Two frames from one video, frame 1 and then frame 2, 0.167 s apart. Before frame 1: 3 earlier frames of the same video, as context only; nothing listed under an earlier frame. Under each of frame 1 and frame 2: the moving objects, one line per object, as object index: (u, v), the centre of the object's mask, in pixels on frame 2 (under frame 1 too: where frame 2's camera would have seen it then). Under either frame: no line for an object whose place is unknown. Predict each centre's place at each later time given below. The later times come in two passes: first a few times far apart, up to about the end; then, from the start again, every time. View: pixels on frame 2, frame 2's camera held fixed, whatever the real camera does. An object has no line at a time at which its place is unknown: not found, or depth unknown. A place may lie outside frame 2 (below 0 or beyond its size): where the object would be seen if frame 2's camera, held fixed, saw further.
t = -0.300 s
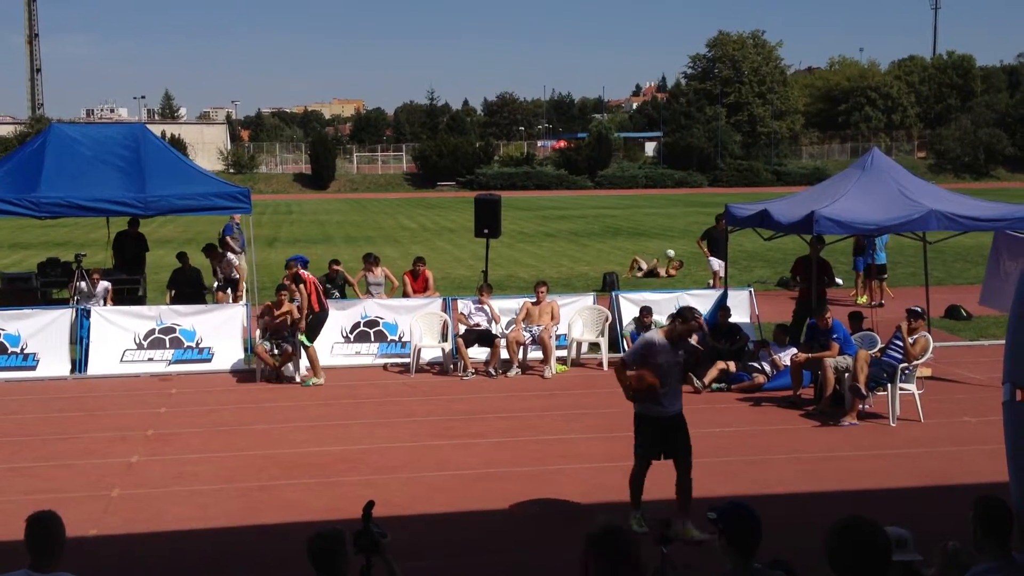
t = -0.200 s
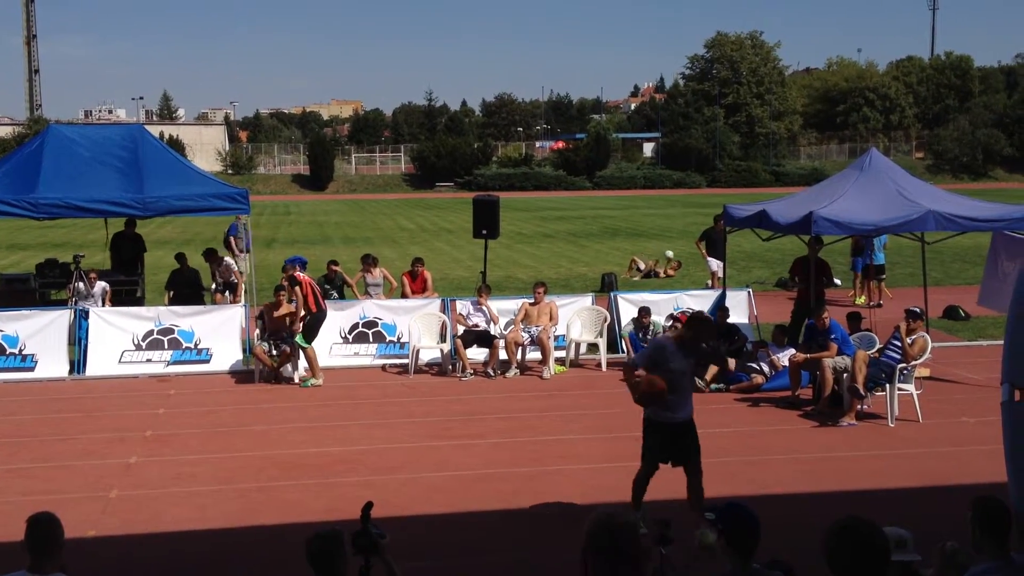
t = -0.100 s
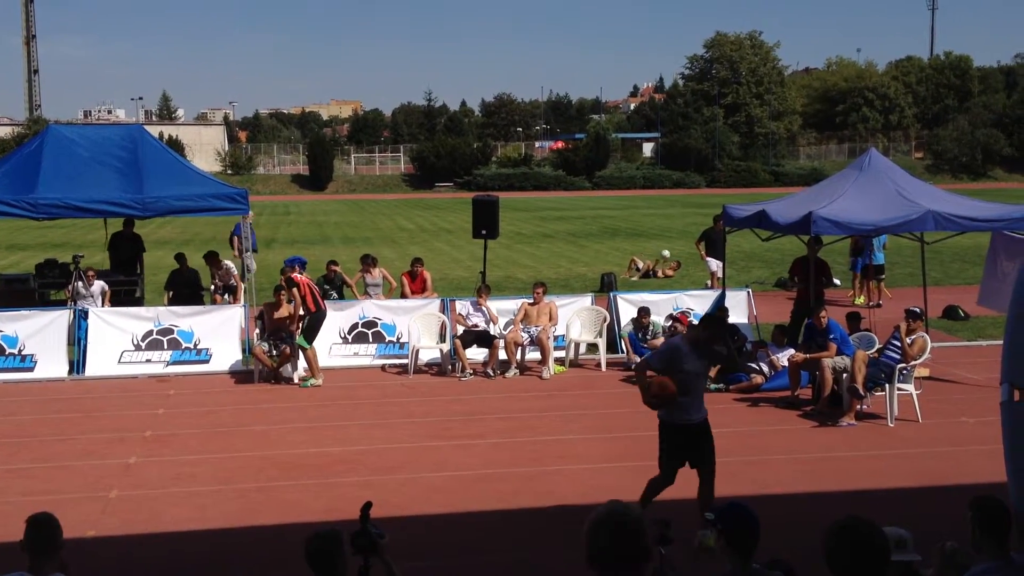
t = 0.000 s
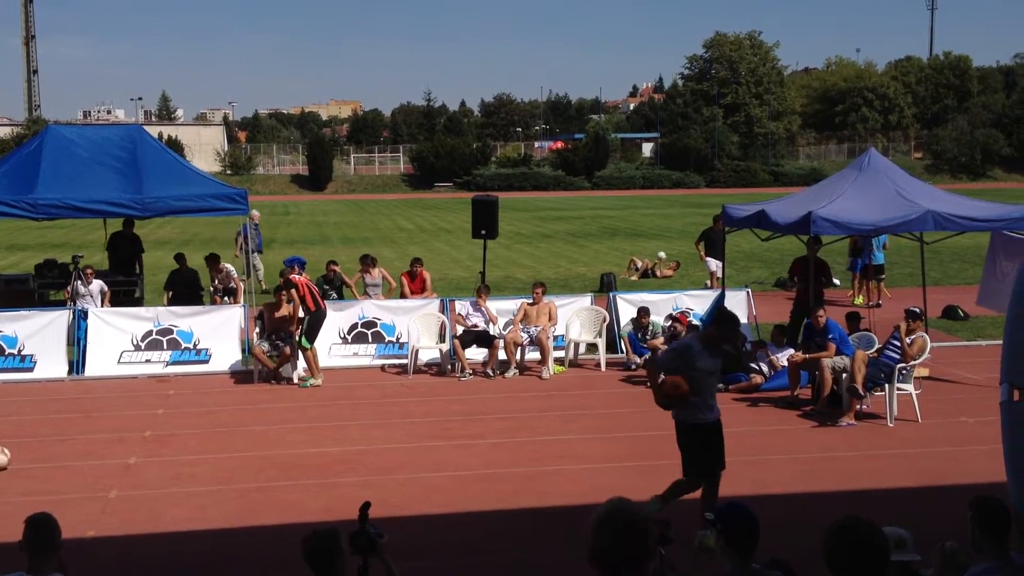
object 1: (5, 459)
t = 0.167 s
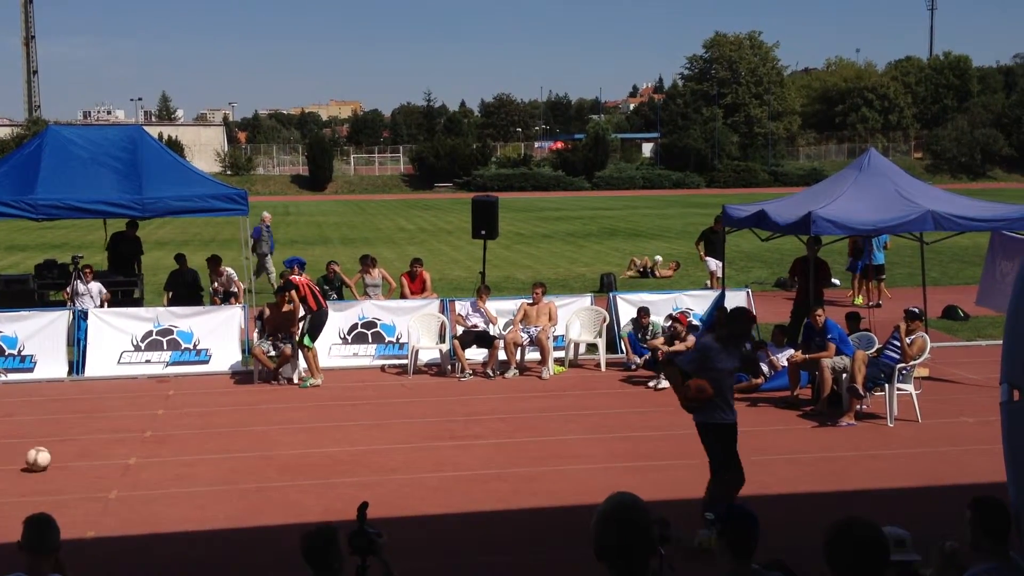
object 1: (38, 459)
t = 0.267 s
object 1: (61, 460)
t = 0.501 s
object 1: (119, 459)
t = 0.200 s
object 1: (46, 460)
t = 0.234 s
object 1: (54, 460)
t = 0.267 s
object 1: (61, 460)
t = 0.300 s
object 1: (70, 460)
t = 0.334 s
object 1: (78, 460)
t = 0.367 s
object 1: (86, 460)
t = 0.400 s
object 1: (94, 460)
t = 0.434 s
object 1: (102, 460)
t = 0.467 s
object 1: (111, 459)
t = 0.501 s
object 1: (119, 459)
